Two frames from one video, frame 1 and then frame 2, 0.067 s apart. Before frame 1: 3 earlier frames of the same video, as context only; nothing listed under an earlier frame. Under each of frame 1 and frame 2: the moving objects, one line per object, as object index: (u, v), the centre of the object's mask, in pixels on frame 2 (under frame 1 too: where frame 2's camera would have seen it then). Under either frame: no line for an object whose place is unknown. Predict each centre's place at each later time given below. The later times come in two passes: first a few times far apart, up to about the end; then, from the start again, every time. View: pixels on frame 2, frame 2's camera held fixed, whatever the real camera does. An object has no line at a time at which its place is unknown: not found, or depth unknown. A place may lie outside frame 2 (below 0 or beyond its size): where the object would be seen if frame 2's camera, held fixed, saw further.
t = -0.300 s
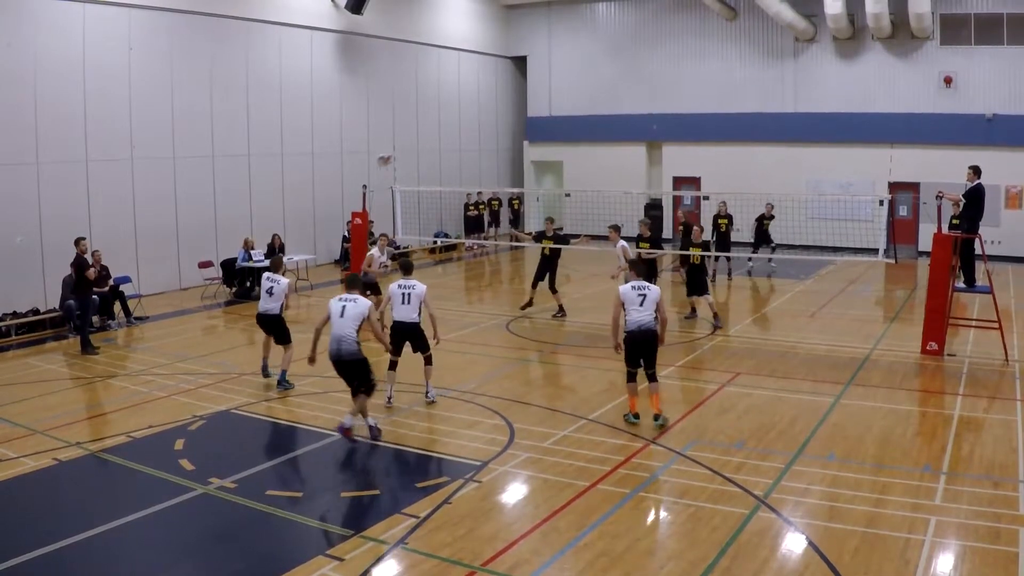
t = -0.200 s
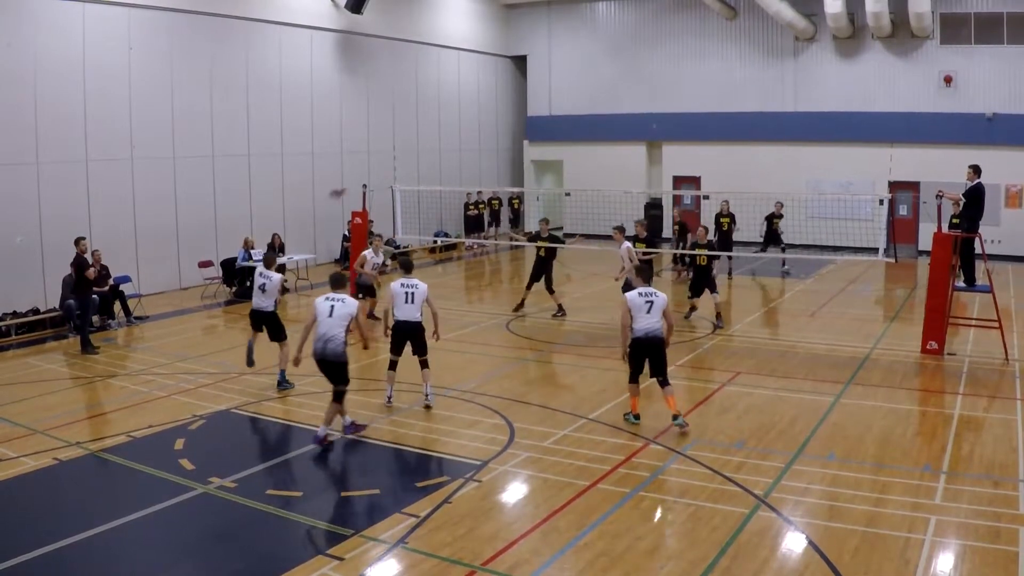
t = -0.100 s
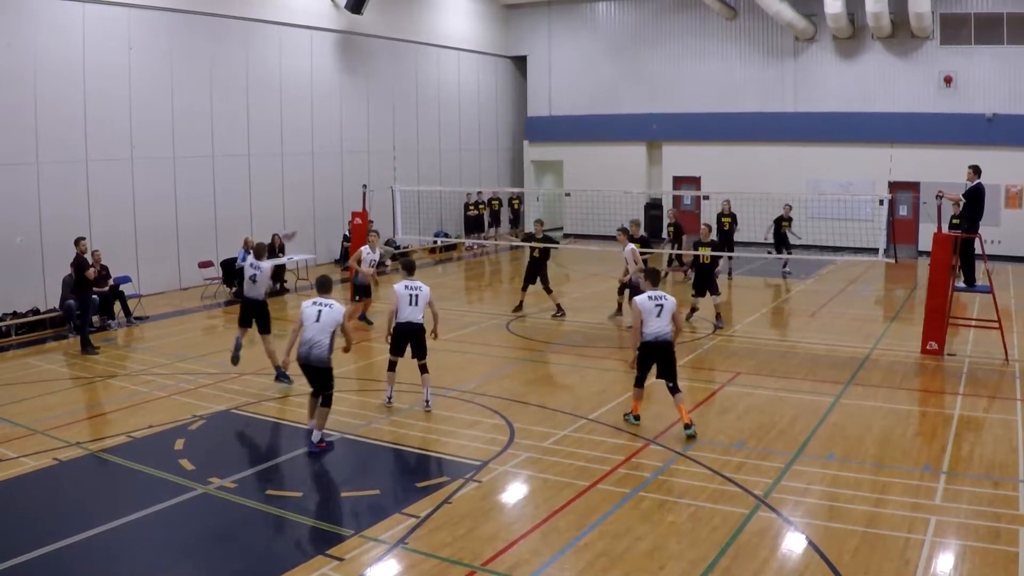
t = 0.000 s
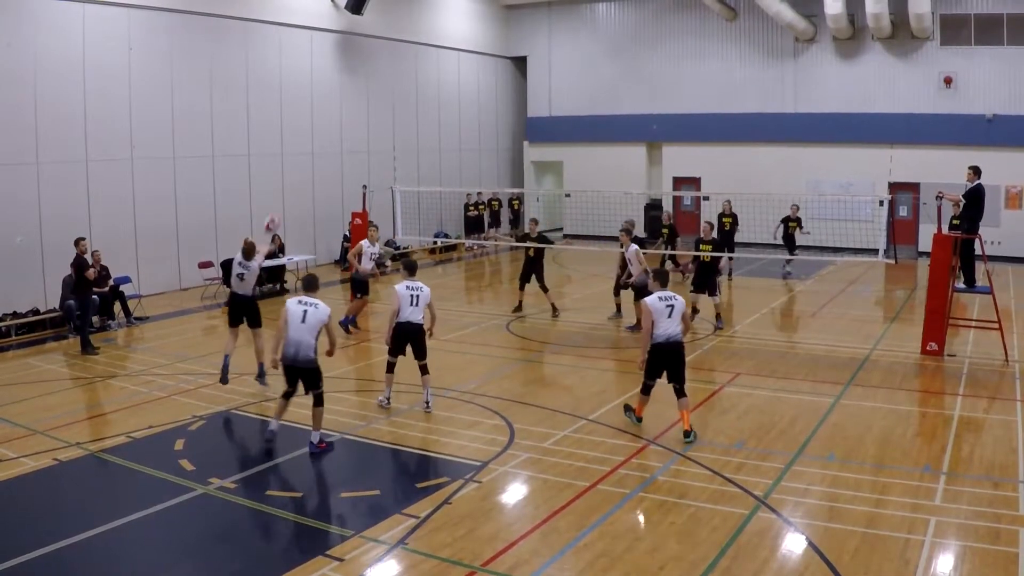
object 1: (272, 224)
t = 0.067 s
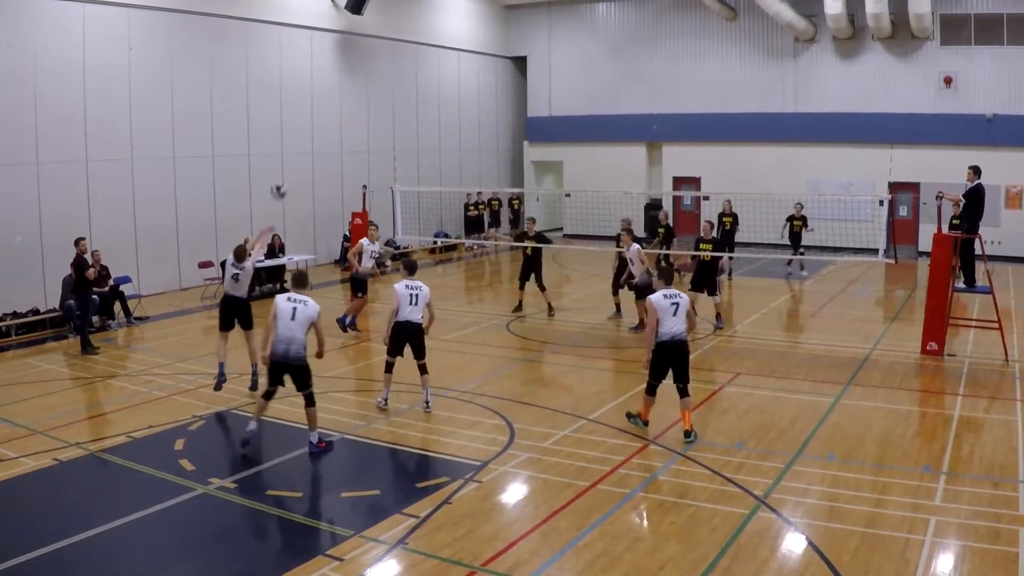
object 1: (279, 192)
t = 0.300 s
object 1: (309, 96)
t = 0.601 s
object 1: (350, 32)
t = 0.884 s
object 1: (393, 42)
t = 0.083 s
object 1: (281, 182)
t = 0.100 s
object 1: (283, 175)
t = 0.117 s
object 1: (285, 168)
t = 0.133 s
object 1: (287, 161)
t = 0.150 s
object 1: (289, 152)
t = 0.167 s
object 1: (290, 145)
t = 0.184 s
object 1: (292, 139)
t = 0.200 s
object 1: (296, 131)
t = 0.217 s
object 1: (298, 126)
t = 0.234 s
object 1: (299, 119)
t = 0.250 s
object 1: (301, 112)
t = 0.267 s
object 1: (304, 107)
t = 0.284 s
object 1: (306, 101)
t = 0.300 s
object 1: (309, 96)
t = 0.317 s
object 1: (311, 90)
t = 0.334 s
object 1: (313, 86)
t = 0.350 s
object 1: (315, 80)
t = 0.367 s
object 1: (317, 75)
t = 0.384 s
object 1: (319, 72)
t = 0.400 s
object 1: (322, 67)
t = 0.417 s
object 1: (325, 63)
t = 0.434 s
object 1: (326, 59)
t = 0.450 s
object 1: (328, 55)
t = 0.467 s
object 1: (331, 52)
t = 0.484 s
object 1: (333, 49)
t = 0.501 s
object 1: (336, 45)
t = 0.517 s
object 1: (338, 43)
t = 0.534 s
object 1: (341, 40)
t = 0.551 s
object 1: (343, 38)
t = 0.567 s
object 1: (346, 36)
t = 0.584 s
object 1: (348, 34)
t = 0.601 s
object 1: (350, 32)
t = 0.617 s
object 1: (353, 31)
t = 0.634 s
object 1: (355, 30)
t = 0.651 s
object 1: (358, 28)
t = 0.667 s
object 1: (360, 28)
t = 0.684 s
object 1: (363, 27)
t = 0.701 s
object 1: (365, 28)
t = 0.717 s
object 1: (368, 27)
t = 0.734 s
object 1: (371, 28)
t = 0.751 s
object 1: (373, 28)
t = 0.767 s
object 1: (376, 29)
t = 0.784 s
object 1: (377, 30)
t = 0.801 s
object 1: (381, 31)
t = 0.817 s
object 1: (384, 32)
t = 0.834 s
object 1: (386, 36)
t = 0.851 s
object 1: (388, 36)
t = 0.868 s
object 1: (391, 38)
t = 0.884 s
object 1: (393, 42)
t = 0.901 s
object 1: (396, 45)
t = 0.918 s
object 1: (399, 47)
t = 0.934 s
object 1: (402, 50)
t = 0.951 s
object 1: (405, 54)
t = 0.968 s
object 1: (407, 59)
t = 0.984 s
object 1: (409, 62)
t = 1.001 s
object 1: (412, 66)
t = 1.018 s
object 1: (415, 70)
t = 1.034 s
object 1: (418, 77)
